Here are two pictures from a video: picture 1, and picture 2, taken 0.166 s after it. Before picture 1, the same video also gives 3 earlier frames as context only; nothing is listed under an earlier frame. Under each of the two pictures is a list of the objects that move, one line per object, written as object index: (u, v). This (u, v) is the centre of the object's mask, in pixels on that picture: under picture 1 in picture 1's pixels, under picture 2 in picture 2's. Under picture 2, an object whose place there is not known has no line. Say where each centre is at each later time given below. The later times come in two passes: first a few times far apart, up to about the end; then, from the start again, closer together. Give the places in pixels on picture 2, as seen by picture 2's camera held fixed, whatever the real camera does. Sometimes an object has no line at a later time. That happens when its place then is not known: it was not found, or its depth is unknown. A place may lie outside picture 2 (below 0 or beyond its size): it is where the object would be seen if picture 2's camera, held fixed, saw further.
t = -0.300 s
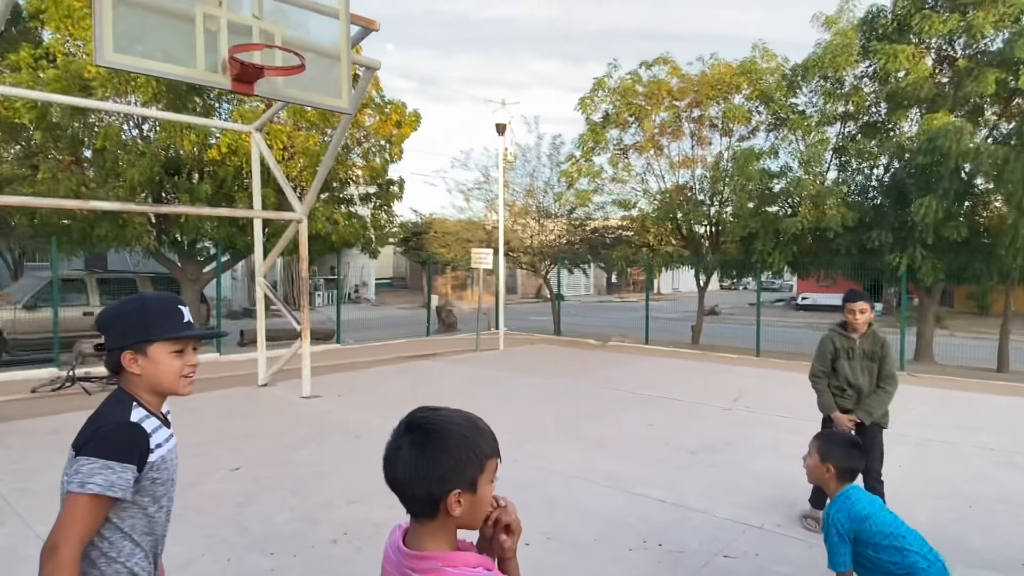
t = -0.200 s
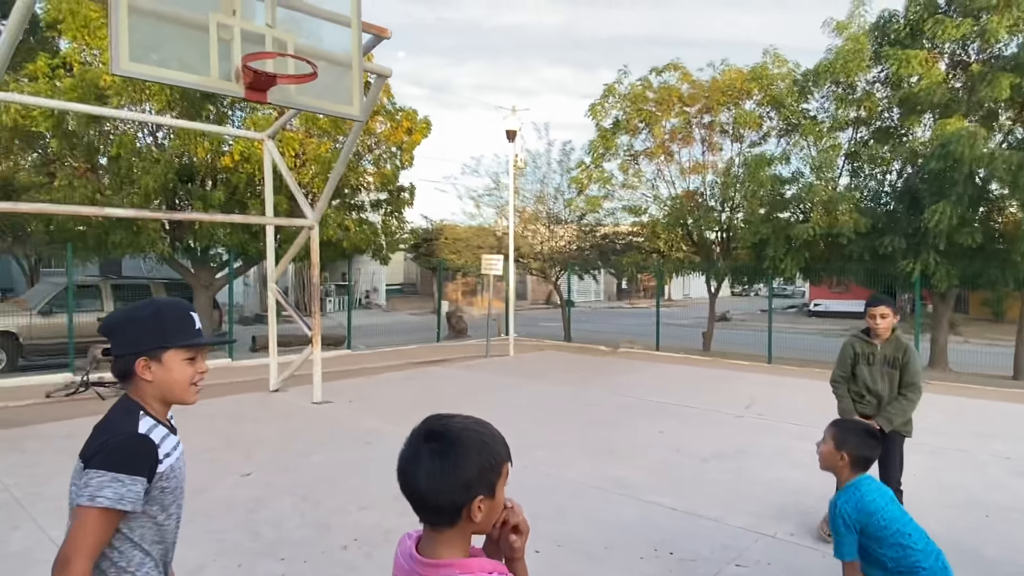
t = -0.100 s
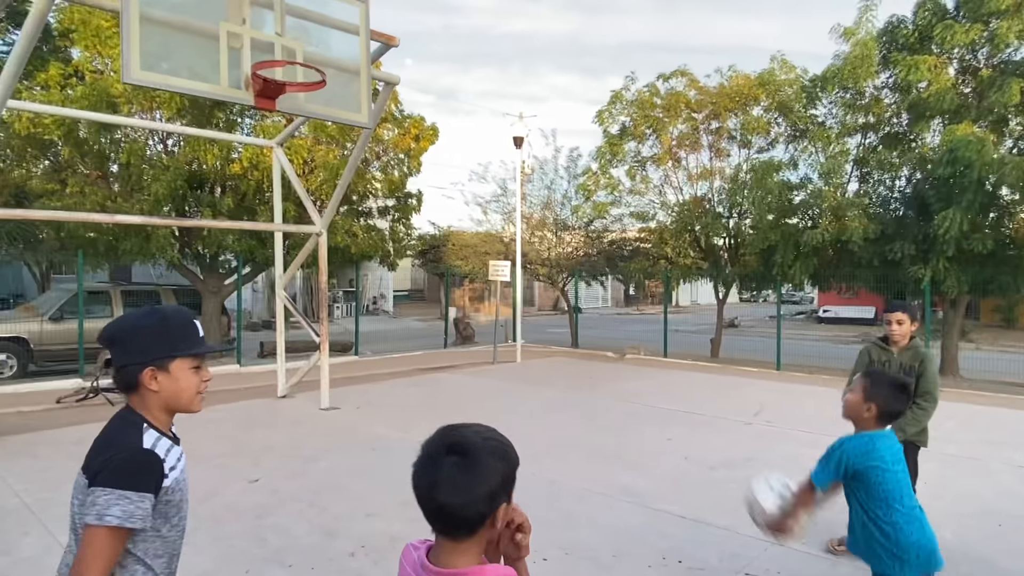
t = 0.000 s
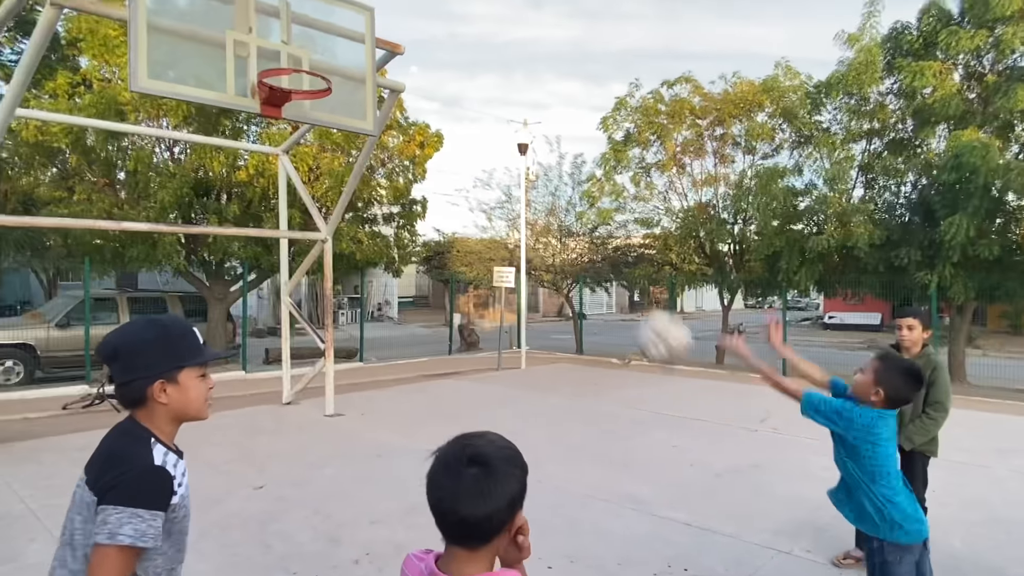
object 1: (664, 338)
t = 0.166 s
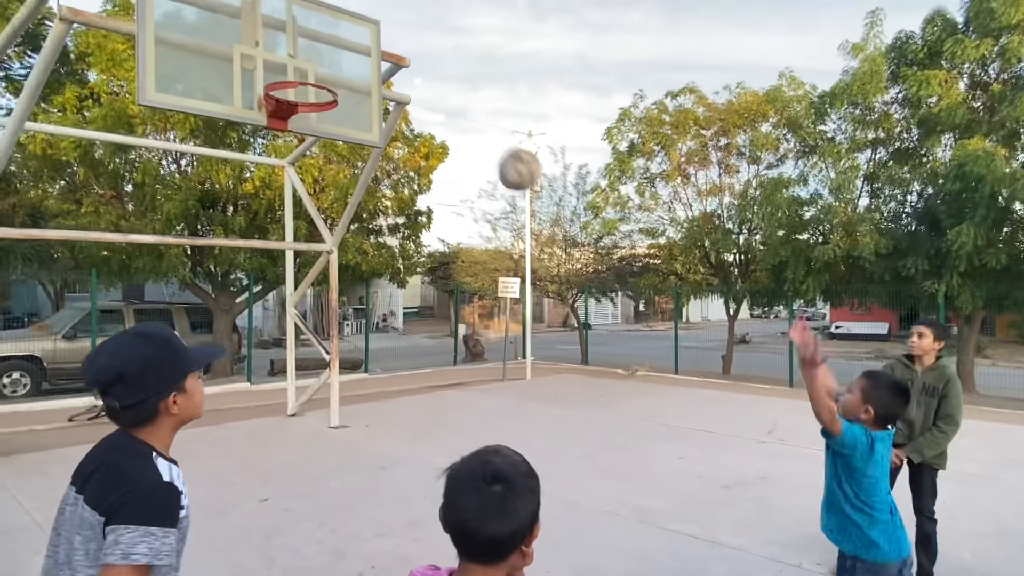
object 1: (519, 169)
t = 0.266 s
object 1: (452, 112)
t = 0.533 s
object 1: (318, 72)
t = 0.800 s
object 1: (267, 50)
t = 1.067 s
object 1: (285, 34)
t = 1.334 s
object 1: (306, 126)
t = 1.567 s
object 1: (330, 318)
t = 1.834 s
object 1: (347, 491)
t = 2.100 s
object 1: (333, 317)
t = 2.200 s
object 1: (329, 284)
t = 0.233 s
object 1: (473, 128)
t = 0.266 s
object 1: (452, 112)
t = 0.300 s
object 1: (432, 98)
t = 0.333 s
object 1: (412, 88)
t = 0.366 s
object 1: (395, 81)
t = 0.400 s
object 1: (378, 75)
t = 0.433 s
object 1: (361, 71)
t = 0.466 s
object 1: (345, 69)
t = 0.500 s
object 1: (331, 70)
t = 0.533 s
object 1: (318, 72)
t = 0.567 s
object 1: (311, 61)
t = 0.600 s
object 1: (304, 55)
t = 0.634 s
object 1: (297, 51)
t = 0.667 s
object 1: (292, 48)
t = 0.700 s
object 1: (286, 45)
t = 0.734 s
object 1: (279, 45)
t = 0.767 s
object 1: (272, 46)
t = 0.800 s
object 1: (267, 50)
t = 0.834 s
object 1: (268, 44)
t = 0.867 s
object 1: (270, 38)
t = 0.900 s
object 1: (272, 33)
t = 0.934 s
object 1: (275, 30)
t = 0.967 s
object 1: (277, 29)
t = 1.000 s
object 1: (281, 29)
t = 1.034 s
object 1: (282, 30)
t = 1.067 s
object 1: (285, 34)
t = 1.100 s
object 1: (287, 39)
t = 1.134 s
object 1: (290, 46)
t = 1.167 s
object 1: (292, 54)
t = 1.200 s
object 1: (296, 65)
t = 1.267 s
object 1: (300, 90)
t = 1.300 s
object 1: (304, 105)
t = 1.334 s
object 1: (306, 126)
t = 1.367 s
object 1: (309, 146)
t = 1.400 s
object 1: (314, 170)
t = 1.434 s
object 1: (316, 195)
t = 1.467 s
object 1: (318, 222)
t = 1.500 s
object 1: (322, 251)
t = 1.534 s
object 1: (327, 284)
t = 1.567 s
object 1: (330, 318)
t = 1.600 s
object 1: (334, 354)
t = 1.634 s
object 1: (335, 393)
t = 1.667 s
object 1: (337, 435)
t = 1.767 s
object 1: (350, 557)
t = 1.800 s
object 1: (348, 523)
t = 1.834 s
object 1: (347, 491)
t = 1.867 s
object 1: (346, 462)
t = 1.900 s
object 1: (345, 436)
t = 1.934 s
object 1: (343, 410)
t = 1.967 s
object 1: (341, 387)
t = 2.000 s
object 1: (340, 366)
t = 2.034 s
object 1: (338, 348)
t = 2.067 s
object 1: (336, 331)
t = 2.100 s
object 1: (333, 317)
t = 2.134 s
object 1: (332, 304)
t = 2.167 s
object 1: (330, 293)
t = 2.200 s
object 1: (329, 284)
